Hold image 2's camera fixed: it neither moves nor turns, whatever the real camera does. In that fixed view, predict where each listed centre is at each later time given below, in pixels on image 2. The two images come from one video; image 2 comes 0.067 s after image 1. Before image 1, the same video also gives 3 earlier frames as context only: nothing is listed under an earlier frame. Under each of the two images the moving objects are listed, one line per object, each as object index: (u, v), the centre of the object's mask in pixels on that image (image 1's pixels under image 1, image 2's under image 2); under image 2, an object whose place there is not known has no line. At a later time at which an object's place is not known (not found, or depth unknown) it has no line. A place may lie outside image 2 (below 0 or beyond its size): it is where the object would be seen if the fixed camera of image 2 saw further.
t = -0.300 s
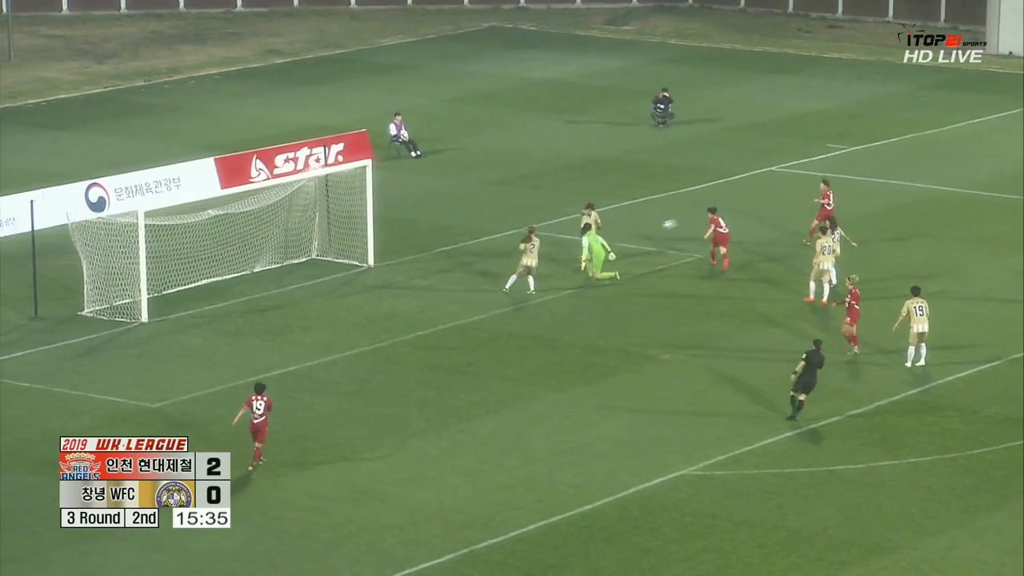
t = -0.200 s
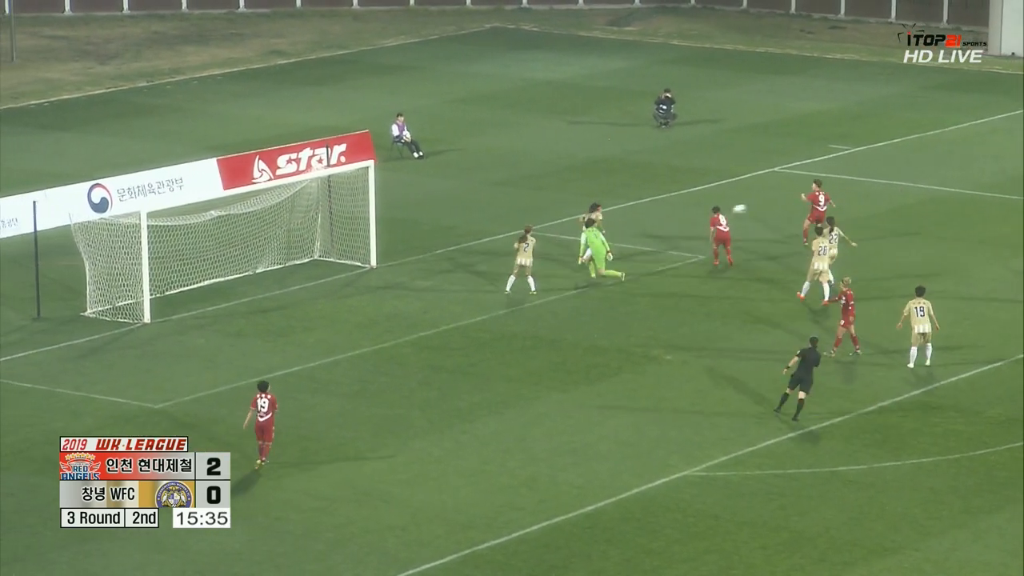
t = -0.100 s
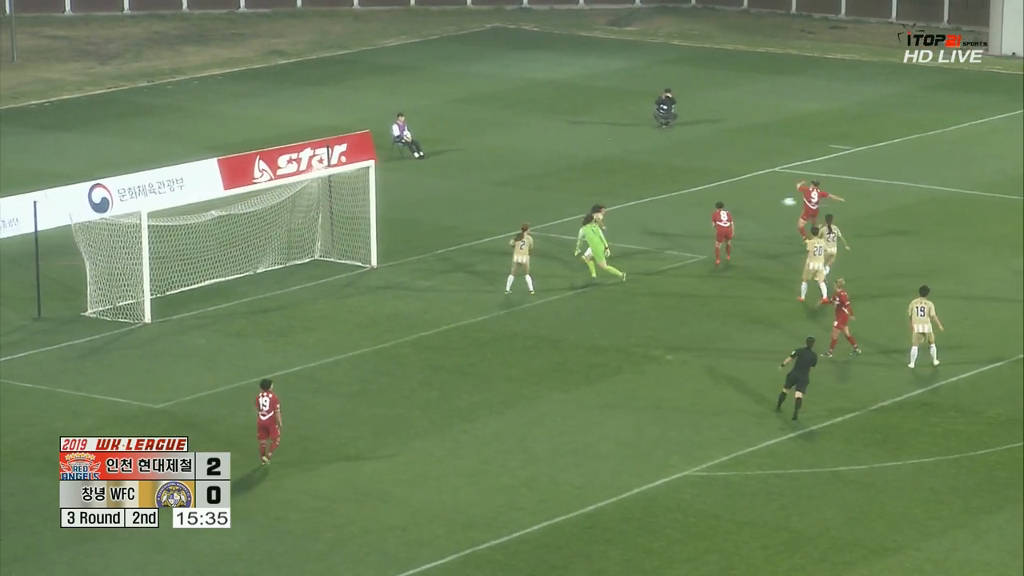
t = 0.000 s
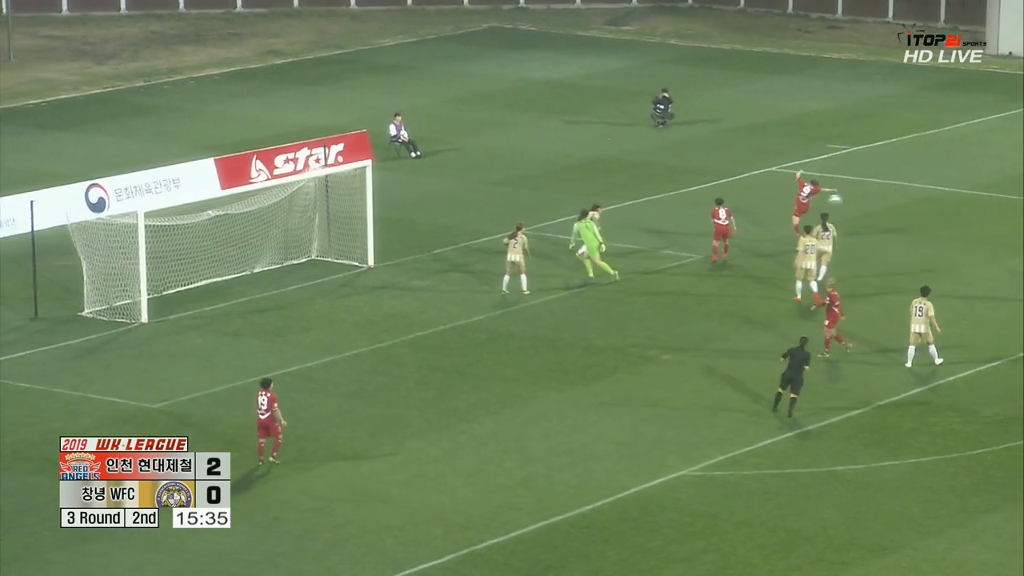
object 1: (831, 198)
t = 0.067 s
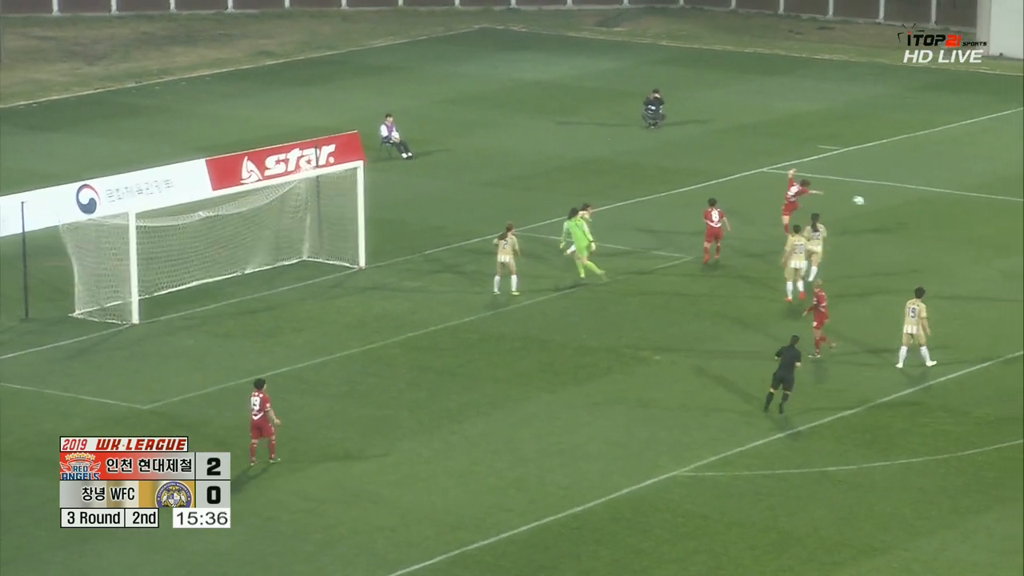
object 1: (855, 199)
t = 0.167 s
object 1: (900, 204)
